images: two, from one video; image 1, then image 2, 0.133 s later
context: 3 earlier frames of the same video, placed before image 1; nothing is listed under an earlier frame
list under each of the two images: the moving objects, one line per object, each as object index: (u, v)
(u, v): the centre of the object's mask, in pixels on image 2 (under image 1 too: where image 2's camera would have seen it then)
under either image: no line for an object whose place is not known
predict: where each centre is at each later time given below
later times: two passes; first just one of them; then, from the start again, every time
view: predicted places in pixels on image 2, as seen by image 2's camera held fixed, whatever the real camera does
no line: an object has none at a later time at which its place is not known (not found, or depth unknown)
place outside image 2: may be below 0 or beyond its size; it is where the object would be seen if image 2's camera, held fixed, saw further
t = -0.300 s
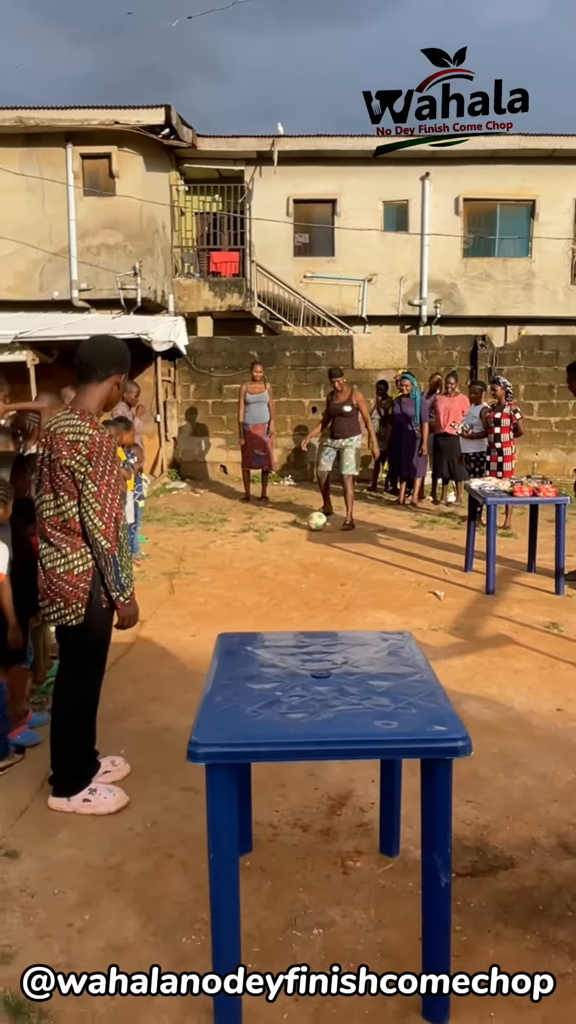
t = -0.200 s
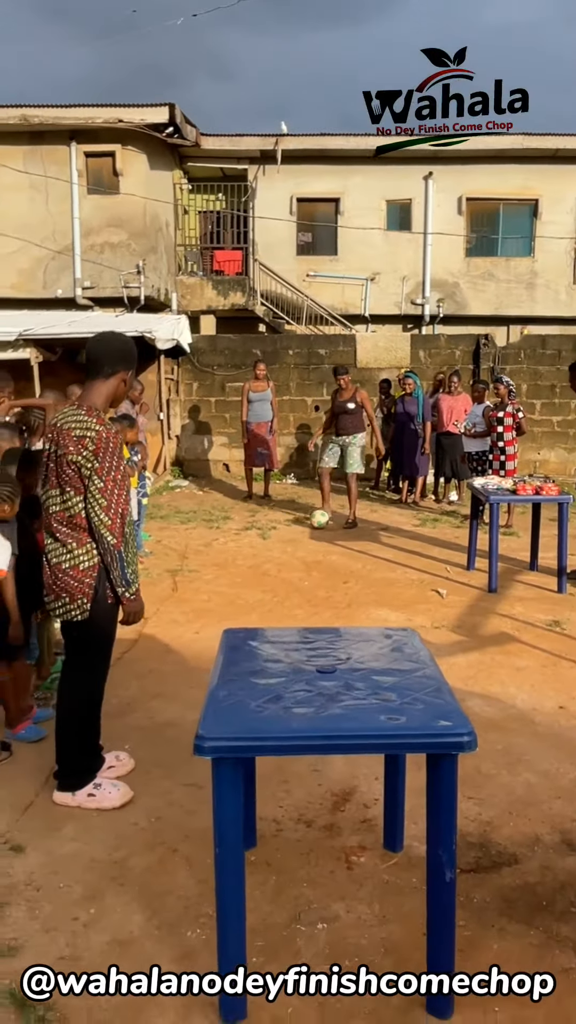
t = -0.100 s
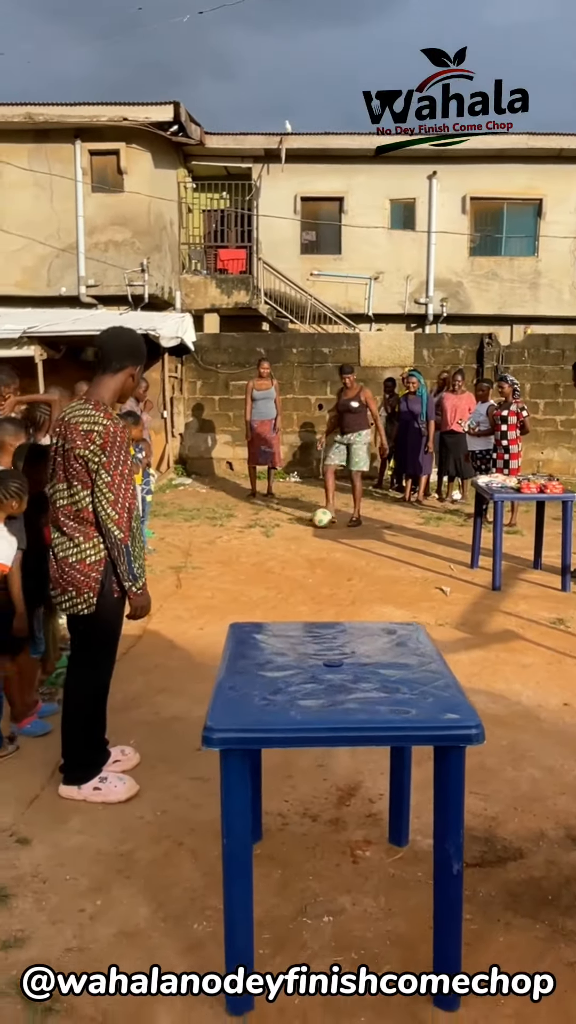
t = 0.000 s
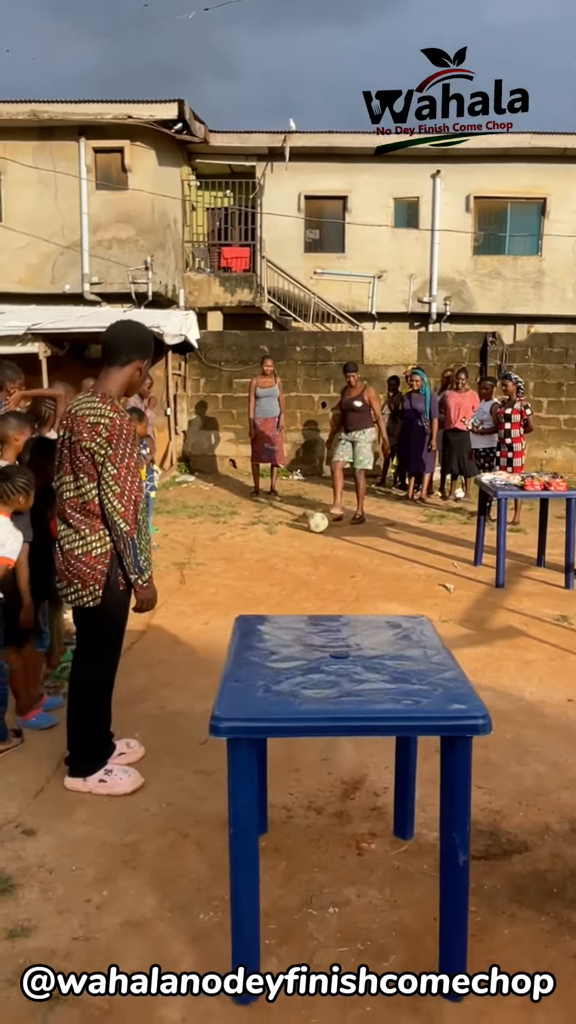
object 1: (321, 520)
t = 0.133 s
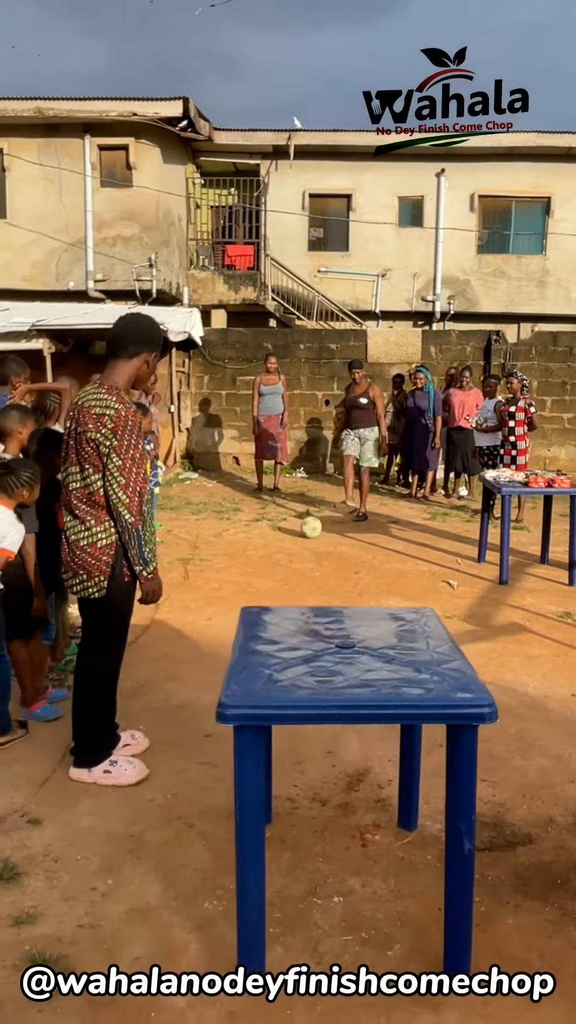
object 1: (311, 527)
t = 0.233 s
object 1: (303, 533)
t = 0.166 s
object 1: (309, 530)
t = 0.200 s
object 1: (306, 532)
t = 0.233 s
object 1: (303, 533)
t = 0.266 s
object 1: (300, 536)
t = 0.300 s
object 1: (298, 536)
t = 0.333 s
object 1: (295, 536)
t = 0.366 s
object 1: (293, 538)
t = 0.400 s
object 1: (291, 540)
